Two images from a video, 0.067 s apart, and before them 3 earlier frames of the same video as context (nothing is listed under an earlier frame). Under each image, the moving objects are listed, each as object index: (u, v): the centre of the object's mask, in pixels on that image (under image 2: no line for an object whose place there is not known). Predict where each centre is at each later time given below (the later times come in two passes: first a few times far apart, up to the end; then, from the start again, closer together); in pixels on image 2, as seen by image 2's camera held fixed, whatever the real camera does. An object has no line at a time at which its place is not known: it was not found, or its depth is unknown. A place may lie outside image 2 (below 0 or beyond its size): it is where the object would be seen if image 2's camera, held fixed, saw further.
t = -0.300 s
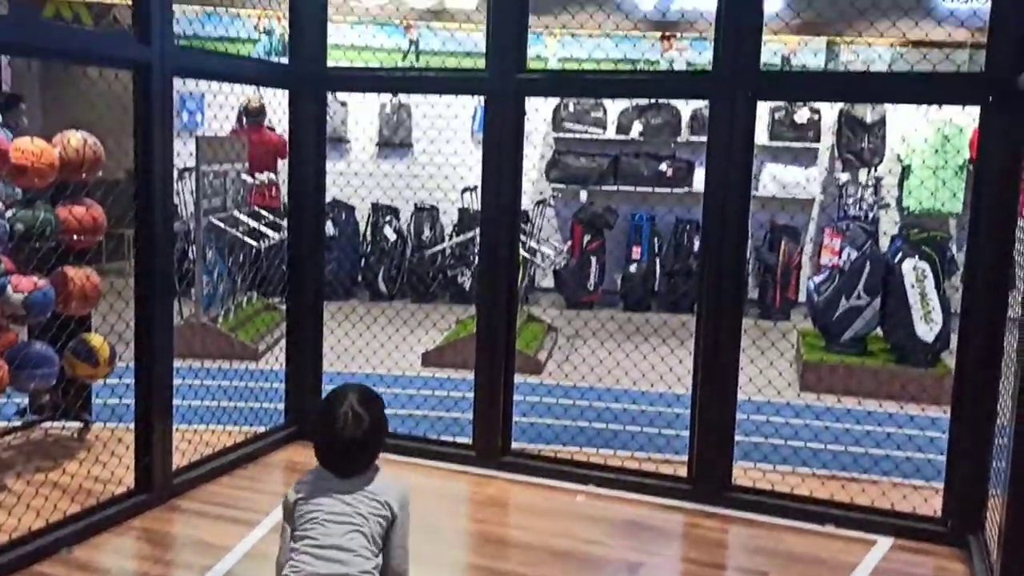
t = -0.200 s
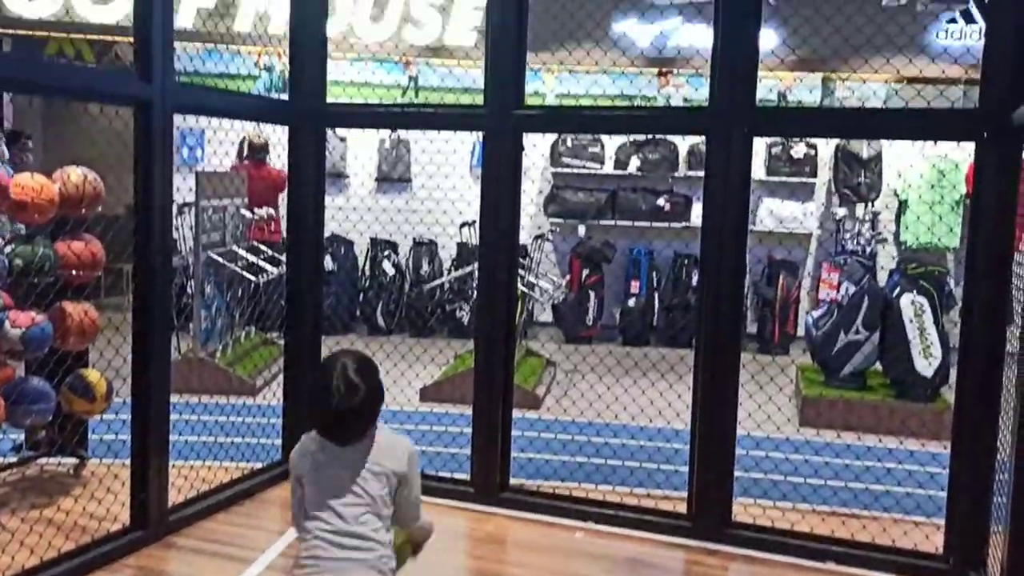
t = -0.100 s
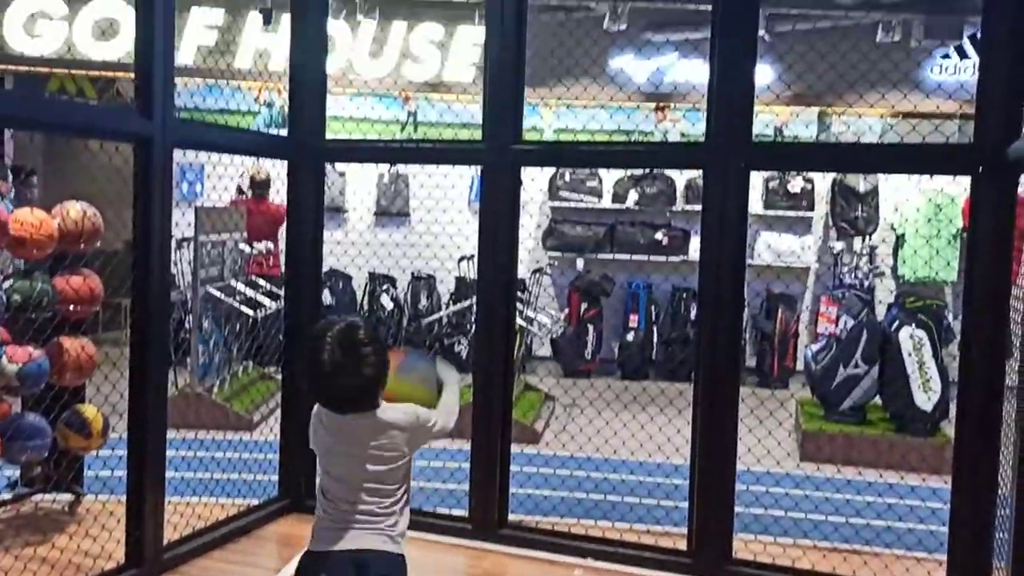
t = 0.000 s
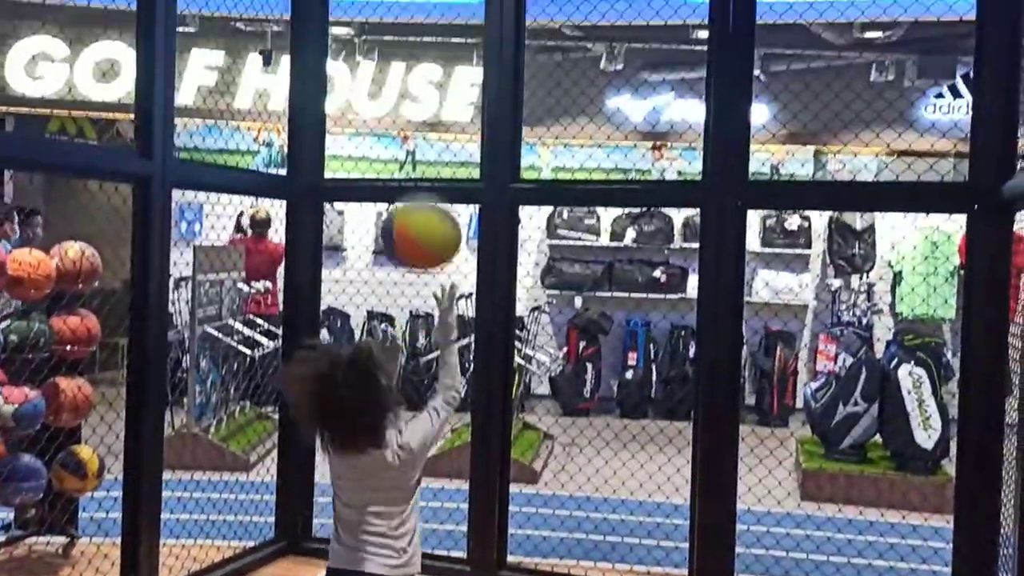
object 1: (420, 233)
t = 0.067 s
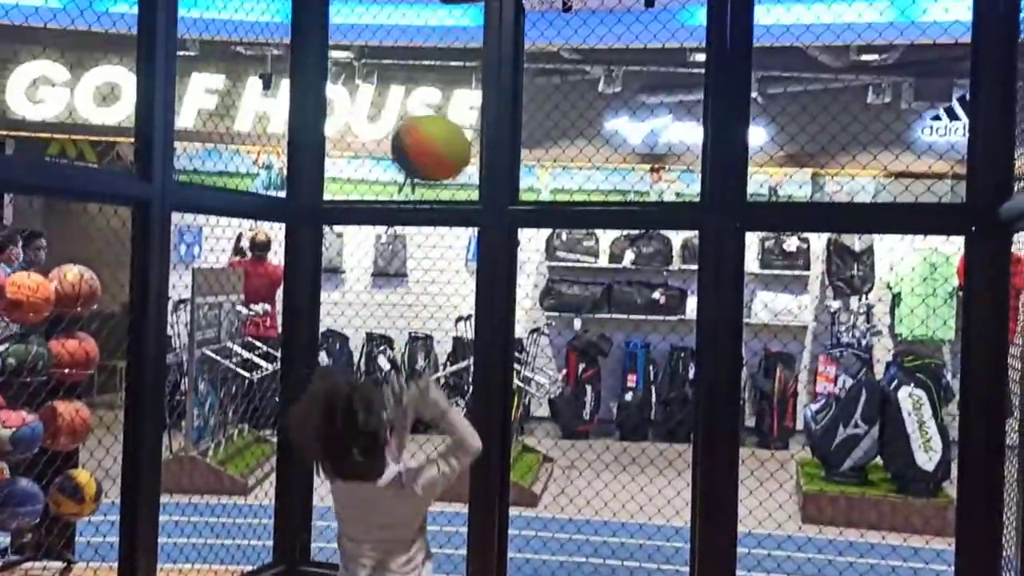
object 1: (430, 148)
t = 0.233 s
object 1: (457, -35)
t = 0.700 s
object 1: (504, -81)
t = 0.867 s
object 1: (516, 39)
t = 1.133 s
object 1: (524, 442)
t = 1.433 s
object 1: (525, 443)
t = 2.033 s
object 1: (497, 218)
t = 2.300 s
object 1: (476, 421)
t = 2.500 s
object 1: (461, 607)
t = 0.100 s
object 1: (436, 97)
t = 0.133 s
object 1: (442, 55)
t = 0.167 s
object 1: (446, 12)
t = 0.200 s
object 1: (451, -15)
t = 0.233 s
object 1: (457, -35)
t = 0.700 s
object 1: (504, -81)
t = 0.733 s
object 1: (508, -72)
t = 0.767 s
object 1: (510, -59)
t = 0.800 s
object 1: (513, -31)
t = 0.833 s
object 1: (516, 2)
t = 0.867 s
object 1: (516, 39)
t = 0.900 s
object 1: (516, 79)
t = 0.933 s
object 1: (518, 120)
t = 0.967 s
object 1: (520, 165)
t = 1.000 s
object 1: (520, 215)
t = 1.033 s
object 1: (520, 268)
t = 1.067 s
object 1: (521, 323)
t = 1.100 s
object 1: (522, 382)
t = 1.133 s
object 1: (524, 442)
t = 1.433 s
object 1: (525, 443)
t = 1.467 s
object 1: (523, 406)
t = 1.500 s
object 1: (521, 369)
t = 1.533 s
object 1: (521, 336)
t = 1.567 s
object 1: (521, 307)
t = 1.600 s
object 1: (520, 281)
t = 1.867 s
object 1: (507, 184)
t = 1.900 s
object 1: (506, 185)
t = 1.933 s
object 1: (504, 189)
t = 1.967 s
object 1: (501, 195)
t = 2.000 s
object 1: (499, 205)
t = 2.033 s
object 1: (497, 218)
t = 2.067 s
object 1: (495, 233)
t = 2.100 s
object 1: (492, 252)
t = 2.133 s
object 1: (490, 273)
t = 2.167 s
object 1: (487, 297)
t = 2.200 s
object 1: (485, 325)
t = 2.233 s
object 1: (483, 354)
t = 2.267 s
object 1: (480, 386)
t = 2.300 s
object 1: (476, 421)
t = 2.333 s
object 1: (474, 460)
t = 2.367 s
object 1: (471, 501)
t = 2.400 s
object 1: (469, 545)
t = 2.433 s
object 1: (466, 589)
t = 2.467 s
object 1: (462, 639)
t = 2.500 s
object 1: (461, 607)
